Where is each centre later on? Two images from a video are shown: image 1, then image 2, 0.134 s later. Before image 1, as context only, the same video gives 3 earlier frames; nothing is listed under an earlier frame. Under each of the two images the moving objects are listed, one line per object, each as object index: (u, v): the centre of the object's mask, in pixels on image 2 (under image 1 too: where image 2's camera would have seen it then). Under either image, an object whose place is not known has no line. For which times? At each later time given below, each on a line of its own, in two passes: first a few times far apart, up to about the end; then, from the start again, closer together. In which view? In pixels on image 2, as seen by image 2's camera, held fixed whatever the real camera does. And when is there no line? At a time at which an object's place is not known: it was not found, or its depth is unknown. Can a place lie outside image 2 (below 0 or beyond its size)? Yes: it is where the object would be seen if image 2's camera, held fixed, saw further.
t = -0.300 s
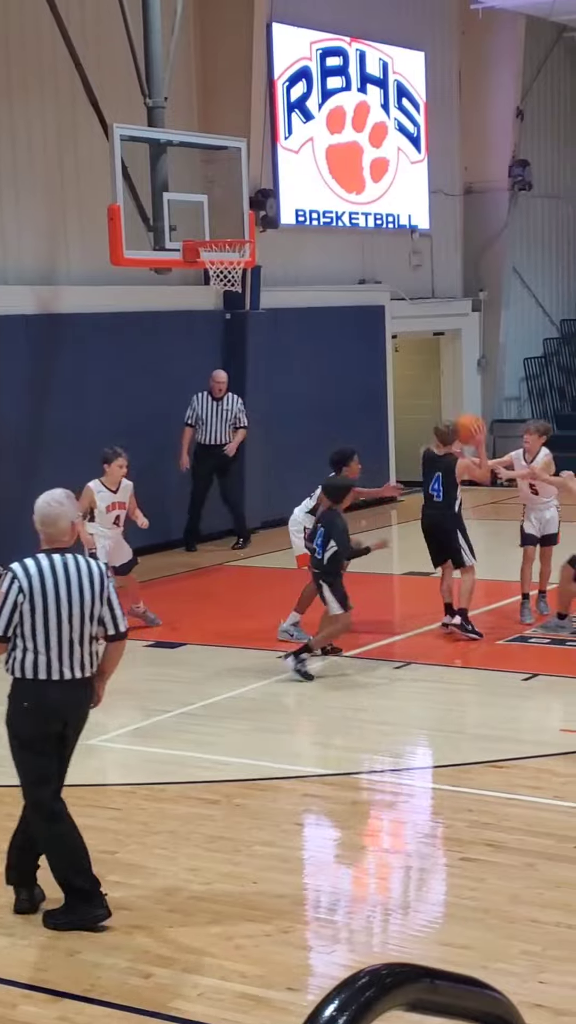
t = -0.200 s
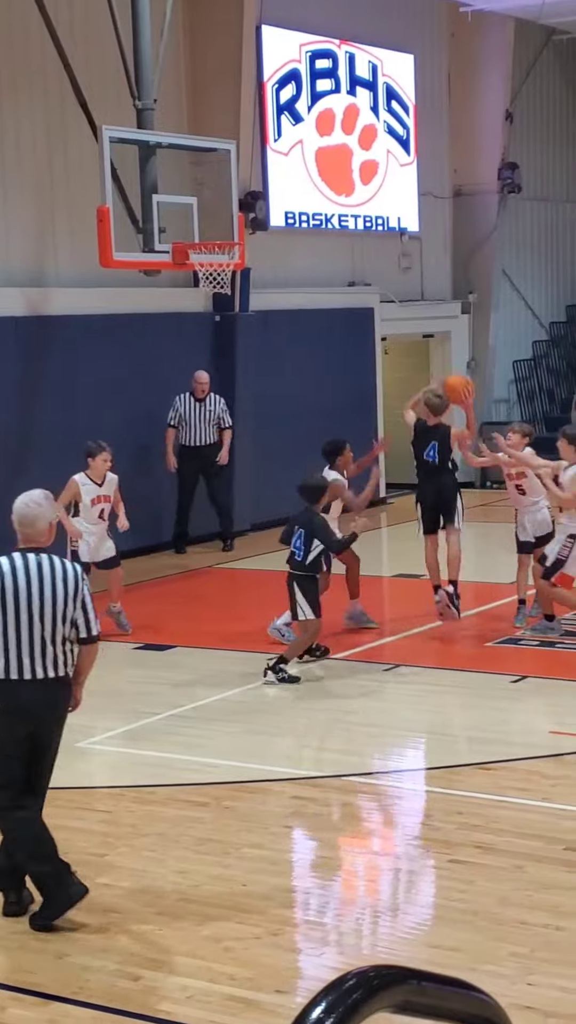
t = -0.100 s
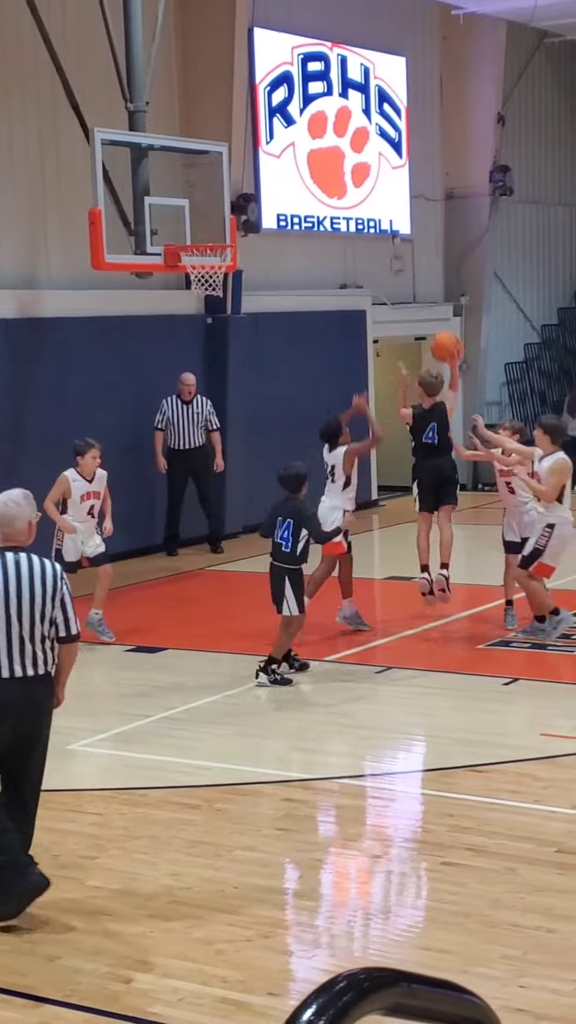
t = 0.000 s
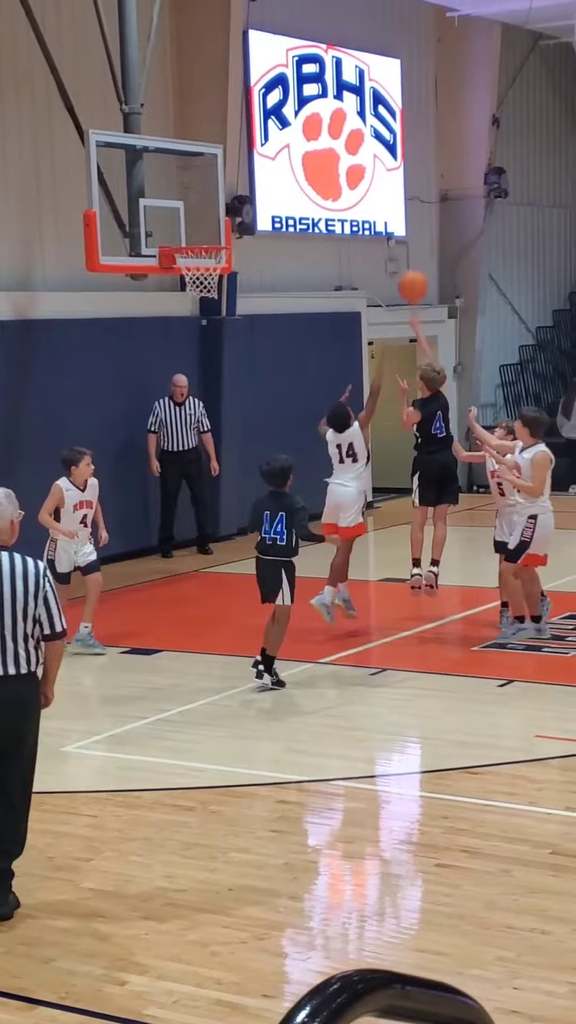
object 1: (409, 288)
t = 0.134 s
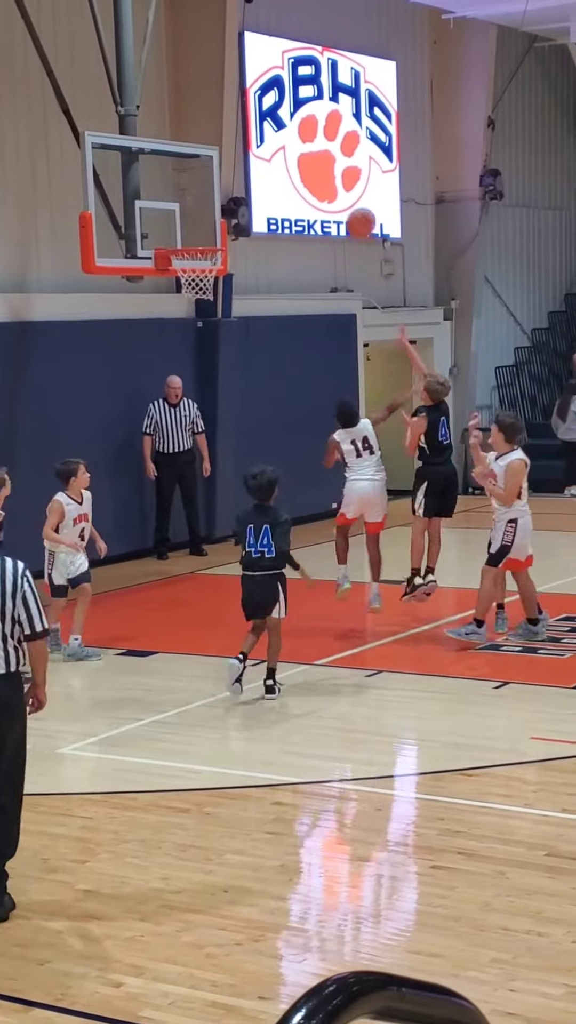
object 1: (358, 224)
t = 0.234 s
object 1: (327, 189)
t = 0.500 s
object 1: (246, 165)
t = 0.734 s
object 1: (197, 211)
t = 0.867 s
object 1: (239, 255)
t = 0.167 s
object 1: (347, 210)
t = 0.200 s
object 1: (335, 199)
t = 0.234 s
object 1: (327, 189)
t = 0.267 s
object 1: (316, 182)
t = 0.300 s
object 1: (307, 176)
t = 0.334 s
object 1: (296, 170)
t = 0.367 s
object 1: (285, 166)
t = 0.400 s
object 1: (275, 164)
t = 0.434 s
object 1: (265, 163)
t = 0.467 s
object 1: (255, 164)
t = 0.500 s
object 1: (246, 165)
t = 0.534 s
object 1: (236, 169)
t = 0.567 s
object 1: (228, 172)
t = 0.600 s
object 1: (219, 178)
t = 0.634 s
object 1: (210, 185)
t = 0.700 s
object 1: (193, 202)
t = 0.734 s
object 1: (197, 211)
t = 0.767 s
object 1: (207, 220)
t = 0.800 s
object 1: (218, 230)
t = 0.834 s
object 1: (229, 242)
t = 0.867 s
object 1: (239, 255)
